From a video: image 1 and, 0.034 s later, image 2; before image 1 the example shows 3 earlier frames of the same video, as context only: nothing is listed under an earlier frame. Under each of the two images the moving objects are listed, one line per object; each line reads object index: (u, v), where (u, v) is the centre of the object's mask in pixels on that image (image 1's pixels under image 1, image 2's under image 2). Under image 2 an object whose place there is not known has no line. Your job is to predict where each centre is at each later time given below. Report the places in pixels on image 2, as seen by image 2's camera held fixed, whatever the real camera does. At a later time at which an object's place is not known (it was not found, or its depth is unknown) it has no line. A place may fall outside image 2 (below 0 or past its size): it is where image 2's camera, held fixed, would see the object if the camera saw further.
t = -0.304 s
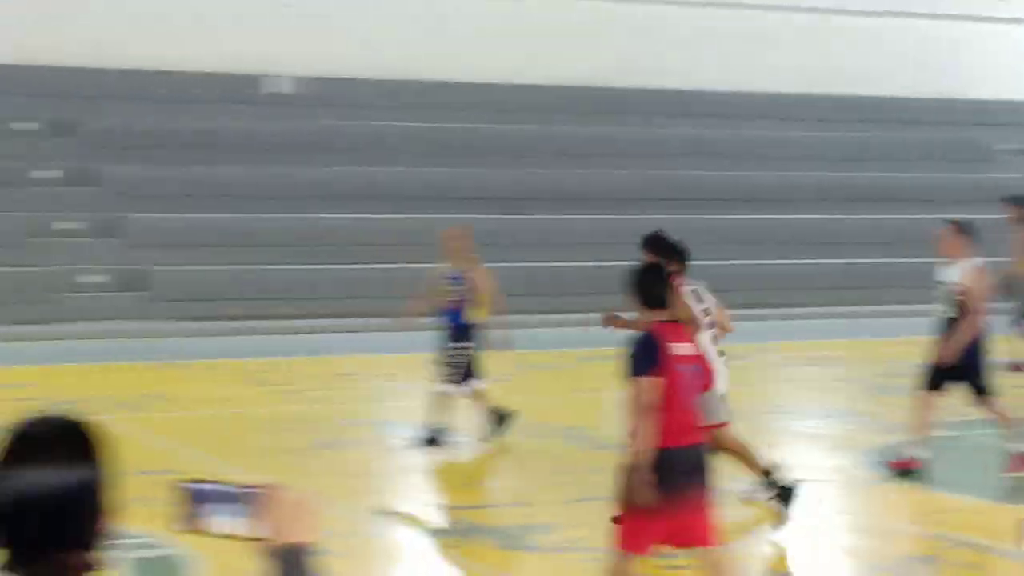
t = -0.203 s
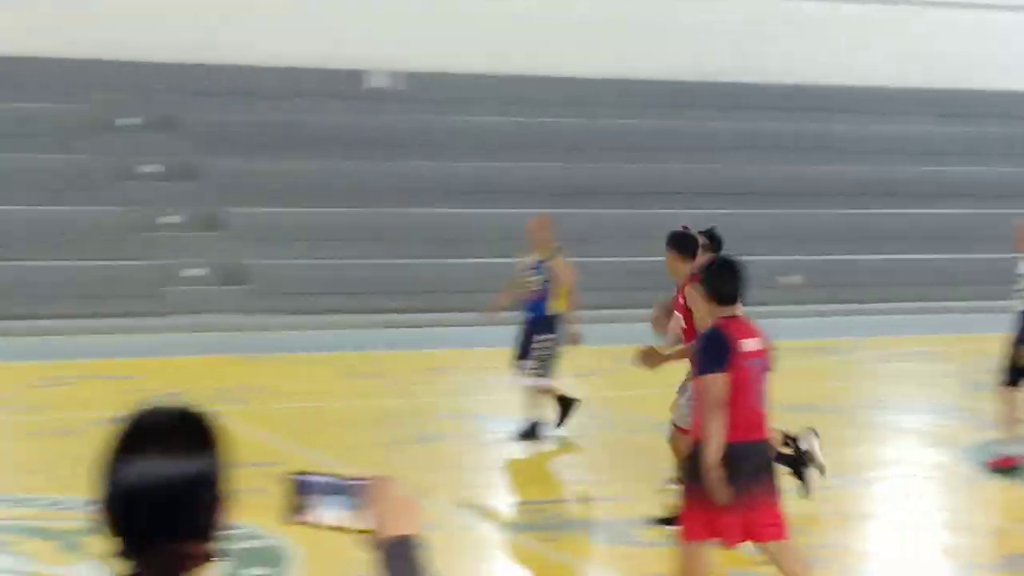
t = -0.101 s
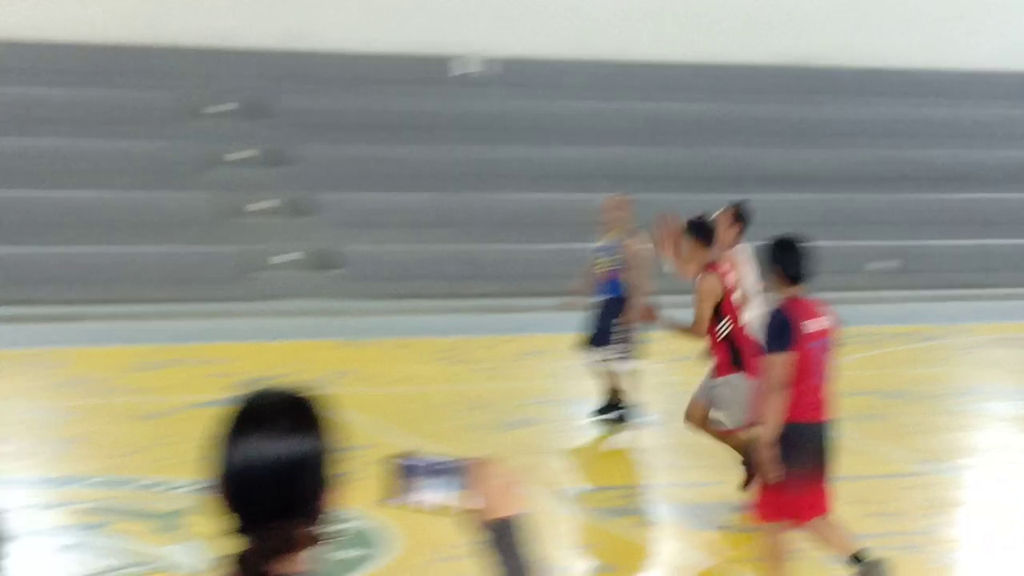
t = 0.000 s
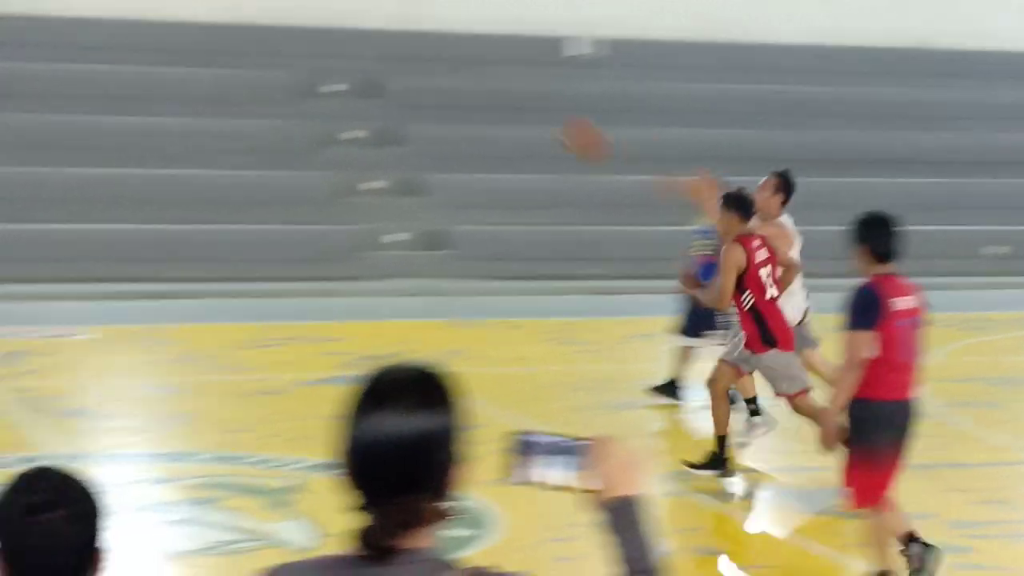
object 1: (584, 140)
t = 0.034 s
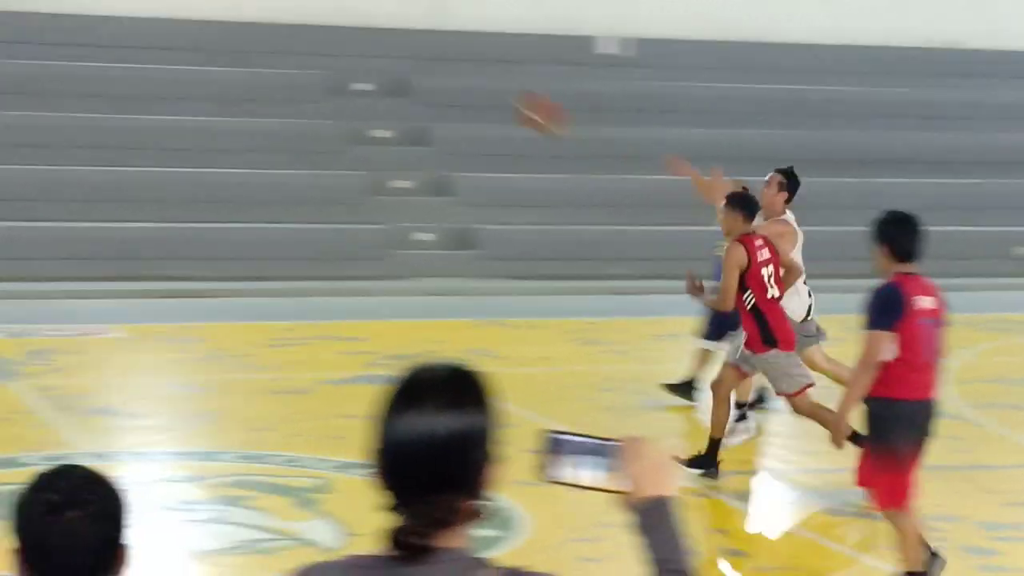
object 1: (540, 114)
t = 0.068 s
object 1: (474, 91)
